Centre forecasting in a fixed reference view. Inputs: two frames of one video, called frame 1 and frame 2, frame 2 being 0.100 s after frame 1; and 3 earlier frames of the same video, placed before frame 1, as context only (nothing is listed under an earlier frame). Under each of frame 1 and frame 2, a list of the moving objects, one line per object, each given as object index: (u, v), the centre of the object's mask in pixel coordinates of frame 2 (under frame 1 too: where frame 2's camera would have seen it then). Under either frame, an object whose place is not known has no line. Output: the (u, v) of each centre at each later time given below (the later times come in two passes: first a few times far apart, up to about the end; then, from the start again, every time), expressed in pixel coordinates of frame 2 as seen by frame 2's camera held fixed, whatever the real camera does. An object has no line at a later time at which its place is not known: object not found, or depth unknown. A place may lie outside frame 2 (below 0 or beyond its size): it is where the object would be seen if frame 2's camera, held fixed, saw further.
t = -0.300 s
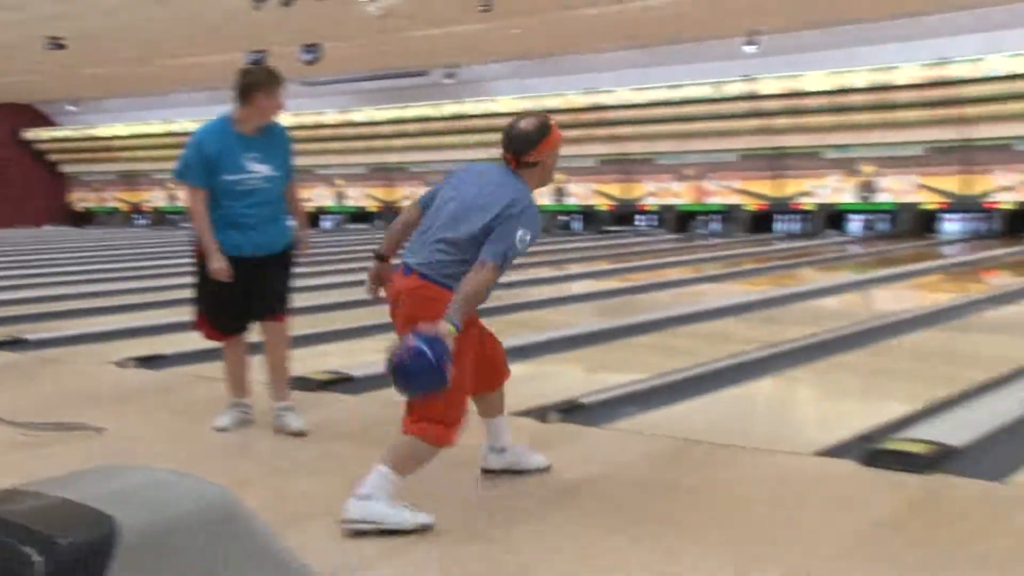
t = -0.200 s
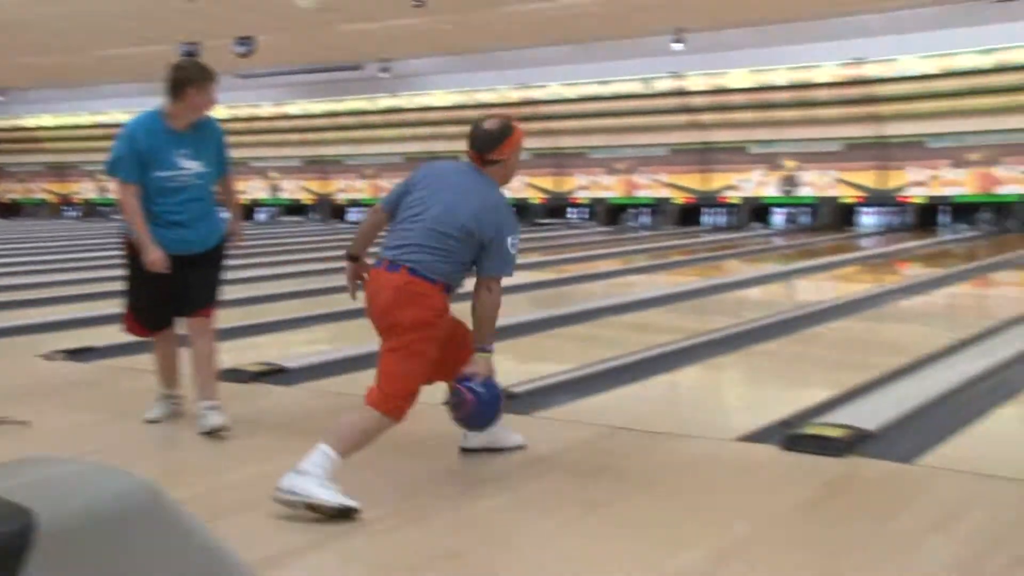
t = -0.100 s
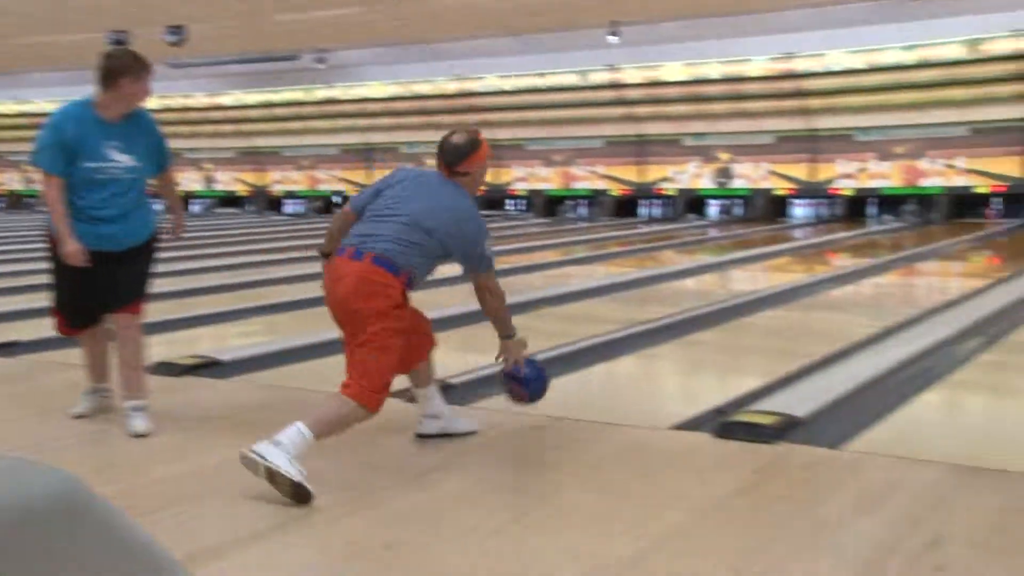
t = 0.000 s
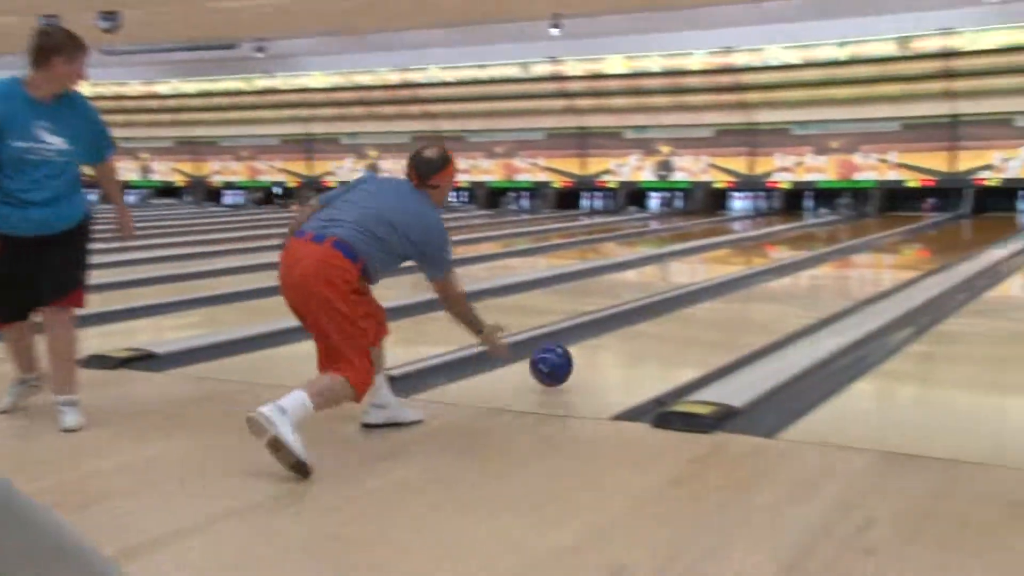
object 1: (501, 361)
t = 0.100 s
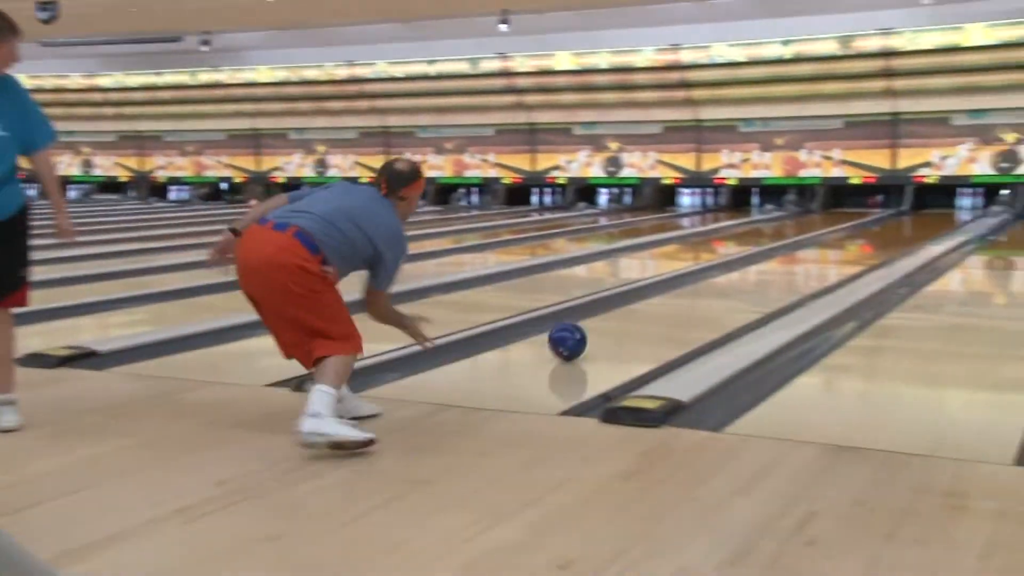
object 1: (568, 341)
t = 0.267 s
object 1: (651, 311)
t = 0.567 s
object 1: (752, 276)
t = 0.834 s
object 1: (812, 256)
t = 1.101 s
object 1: (857, 239)
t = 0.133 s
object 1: (586, 335)
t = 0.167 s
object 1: (604, 328)
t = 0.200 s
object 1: (620, 323)
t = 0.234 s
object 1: (636, 316)
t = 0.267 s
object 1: (651, 311)
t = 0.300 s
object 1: (665, 307)
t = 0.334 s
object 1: (678, 302)
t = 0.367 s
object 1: (690, 297)
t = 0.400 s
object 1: (702, 294)
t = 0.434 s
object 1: (713, 290)
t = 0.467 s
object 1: (723, 286)
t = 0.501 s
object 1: (733, 282)
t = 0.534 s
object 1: (743, 279)
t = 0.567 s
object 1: (752, 276)
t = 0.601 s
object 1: (761, 273)
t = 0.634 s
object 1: (769, 271)
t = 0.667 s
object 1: (777, 267)
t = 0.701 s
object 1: (785, 265)
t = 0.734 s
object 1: (792, 263)
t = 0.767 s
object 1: (799, 260)
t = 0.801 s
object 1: (806, 257)
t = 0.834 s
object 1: (812, 256)
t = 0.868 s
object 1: (819, 254)
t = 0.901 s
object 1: (824, 251)
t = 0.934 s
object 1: (830, 249)
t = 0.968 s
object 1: (836, 247)
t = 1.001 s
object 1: (841, 245)
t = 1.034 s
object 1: (846, 243)
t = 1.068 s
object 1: (852, 241)
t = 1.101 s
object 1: (857, 239)
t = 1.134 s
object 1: (861, 236)
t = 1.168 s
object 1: (865, 234)
